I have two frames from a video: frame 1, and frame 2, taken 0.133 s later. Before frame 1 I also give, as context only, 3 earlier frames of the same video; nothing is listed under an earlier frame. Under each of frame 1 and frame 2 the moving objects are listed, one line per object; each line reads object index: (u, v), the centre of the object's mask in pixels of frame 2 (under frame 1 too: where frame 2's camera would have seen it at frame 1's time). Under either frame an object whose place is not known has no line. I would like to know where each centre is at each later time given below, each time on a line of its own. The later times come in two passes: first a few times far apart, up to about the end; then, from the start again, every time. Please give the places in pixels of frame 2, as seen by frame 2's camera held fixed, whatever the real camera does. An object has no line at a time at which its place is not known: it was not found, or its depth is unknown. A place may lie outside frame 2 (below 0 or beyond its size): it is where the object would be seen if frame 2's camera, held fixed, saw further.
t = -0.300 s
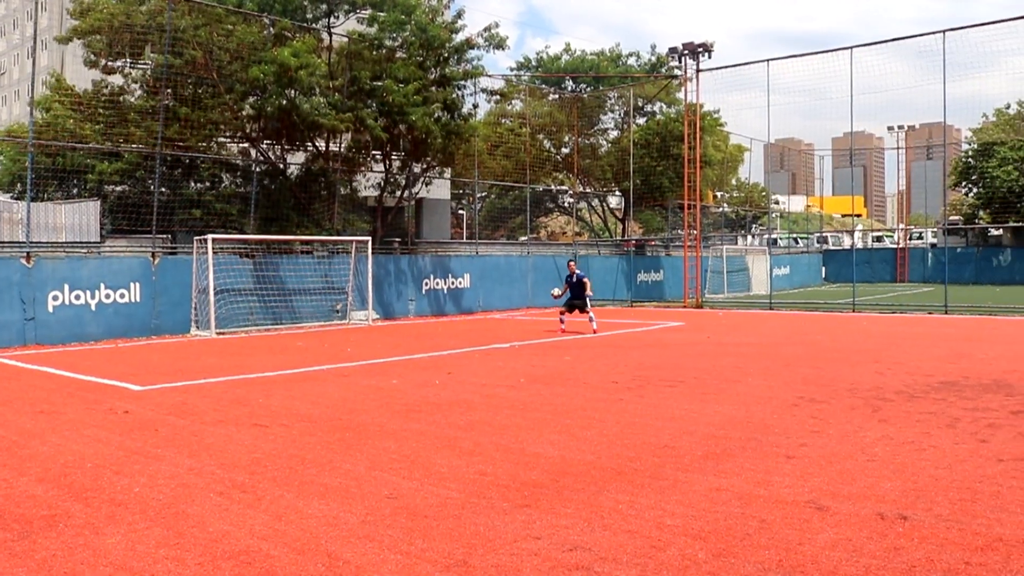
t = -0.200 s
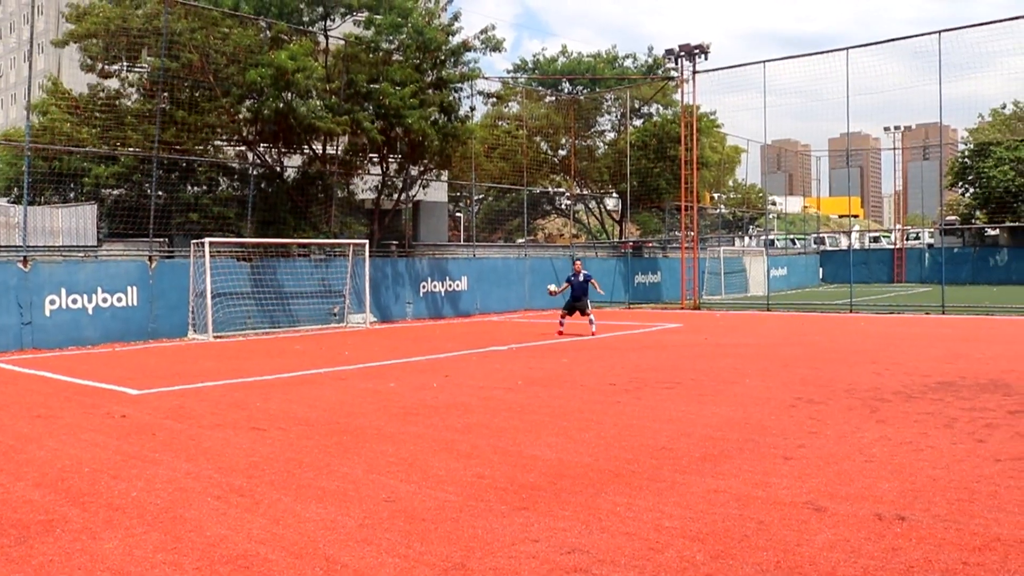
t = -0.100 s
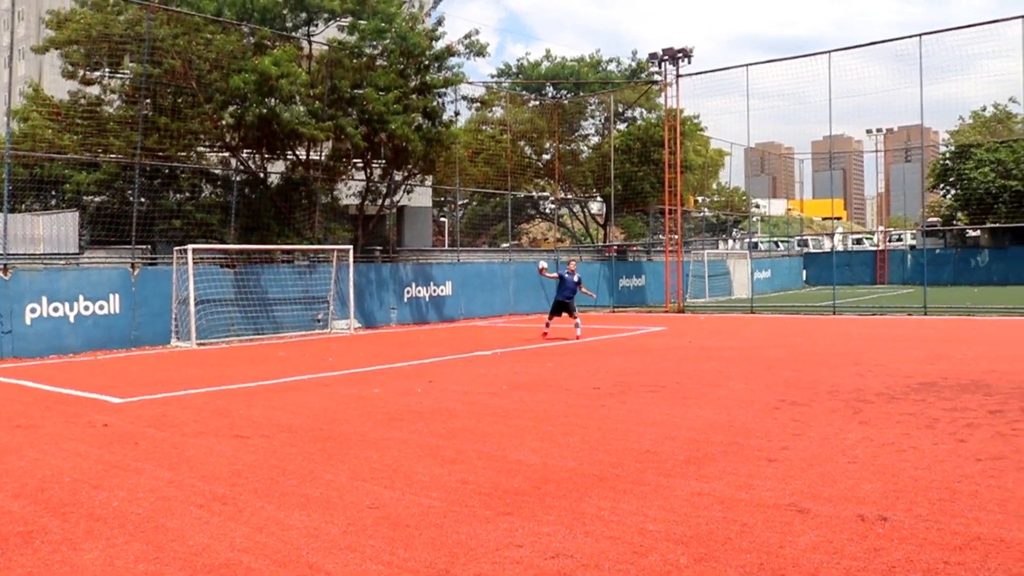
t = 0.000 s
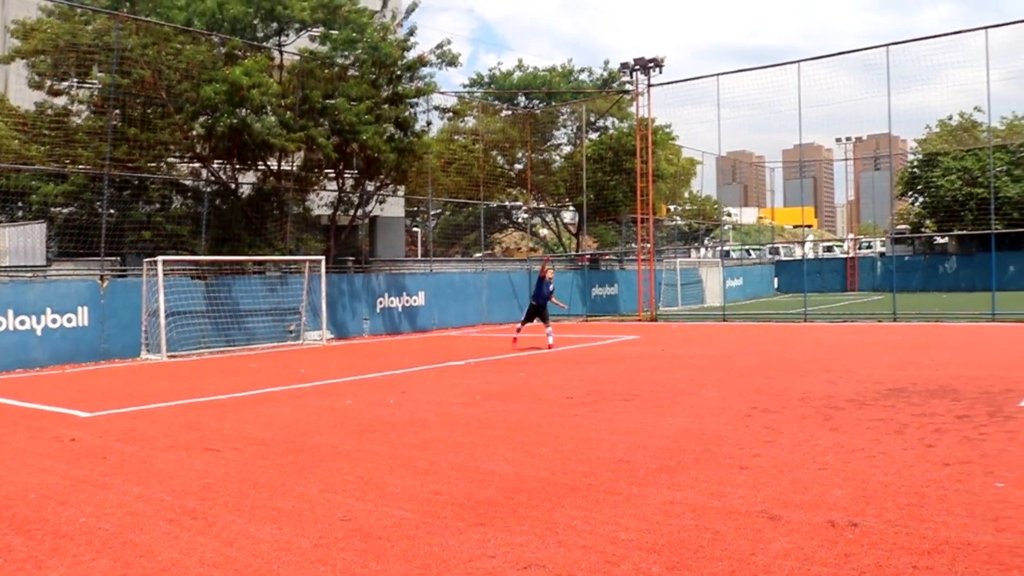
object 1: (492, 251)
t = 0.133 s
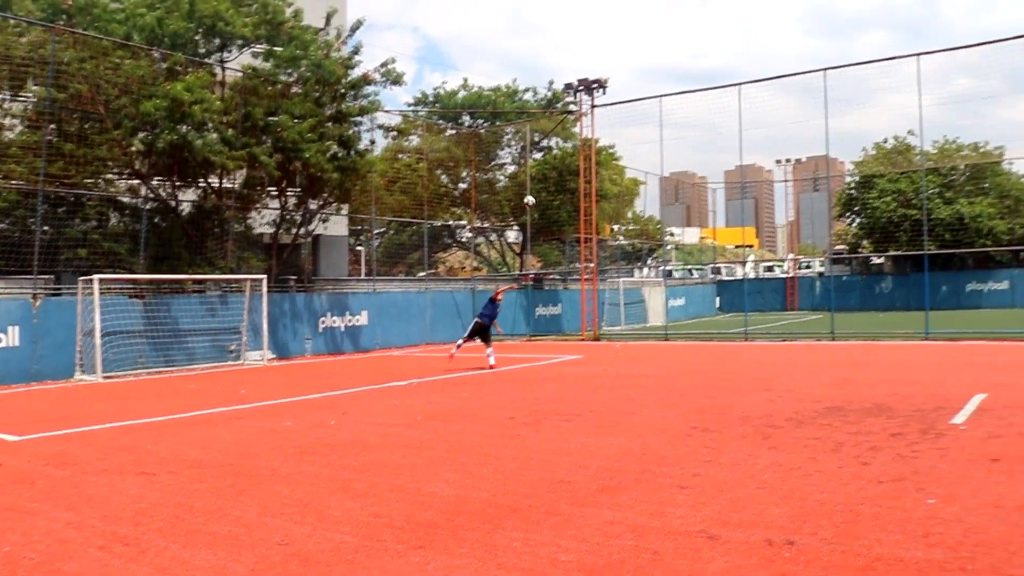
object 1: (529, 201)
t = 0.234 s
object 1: (558, 167)
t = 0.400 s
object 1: (609, 118)
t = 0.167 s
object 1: (538, 189)
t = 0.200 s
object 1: (548, 177)
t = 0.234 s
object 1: (558, 167)
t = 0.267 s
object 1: (568, 155)
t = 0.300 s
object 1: (578, 145)
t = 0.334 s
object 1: (588, 136)
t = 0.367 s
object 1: (598, 127)
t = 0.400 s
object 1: (609, 118)
